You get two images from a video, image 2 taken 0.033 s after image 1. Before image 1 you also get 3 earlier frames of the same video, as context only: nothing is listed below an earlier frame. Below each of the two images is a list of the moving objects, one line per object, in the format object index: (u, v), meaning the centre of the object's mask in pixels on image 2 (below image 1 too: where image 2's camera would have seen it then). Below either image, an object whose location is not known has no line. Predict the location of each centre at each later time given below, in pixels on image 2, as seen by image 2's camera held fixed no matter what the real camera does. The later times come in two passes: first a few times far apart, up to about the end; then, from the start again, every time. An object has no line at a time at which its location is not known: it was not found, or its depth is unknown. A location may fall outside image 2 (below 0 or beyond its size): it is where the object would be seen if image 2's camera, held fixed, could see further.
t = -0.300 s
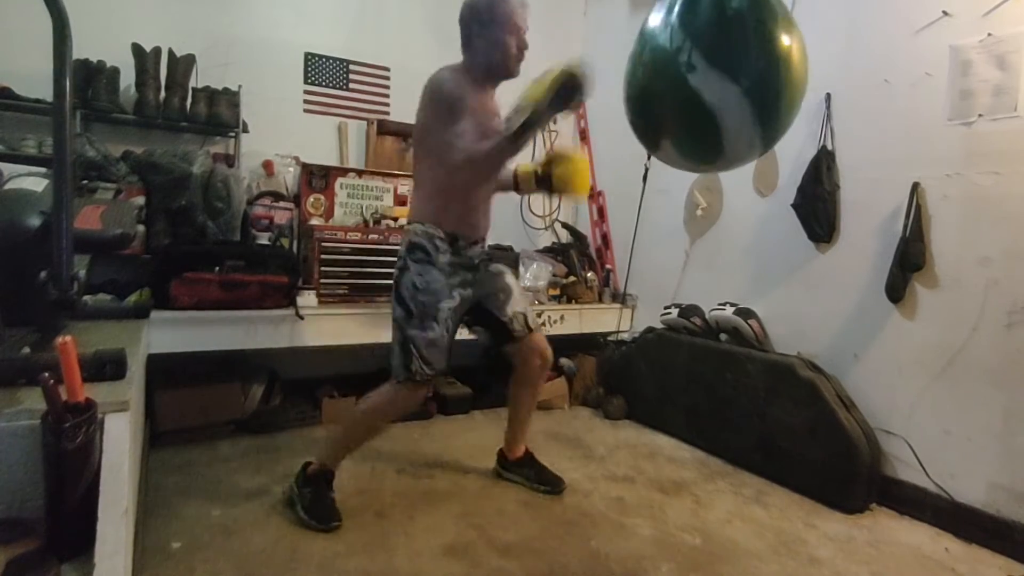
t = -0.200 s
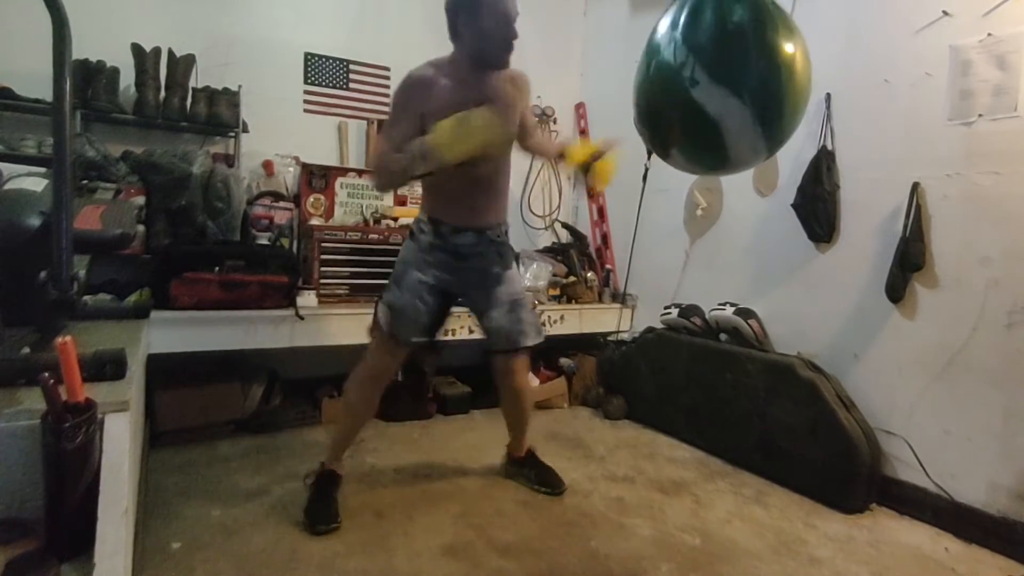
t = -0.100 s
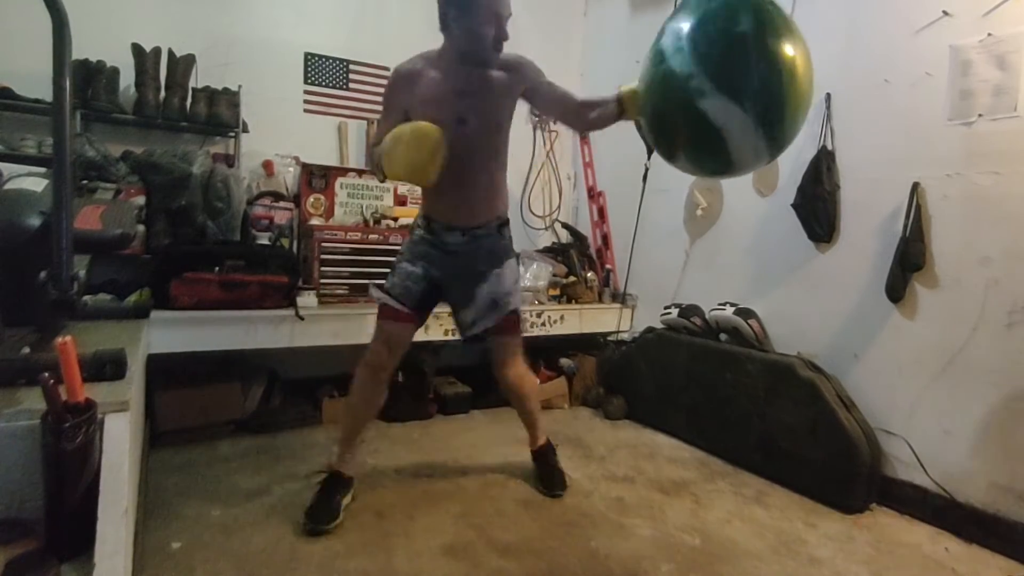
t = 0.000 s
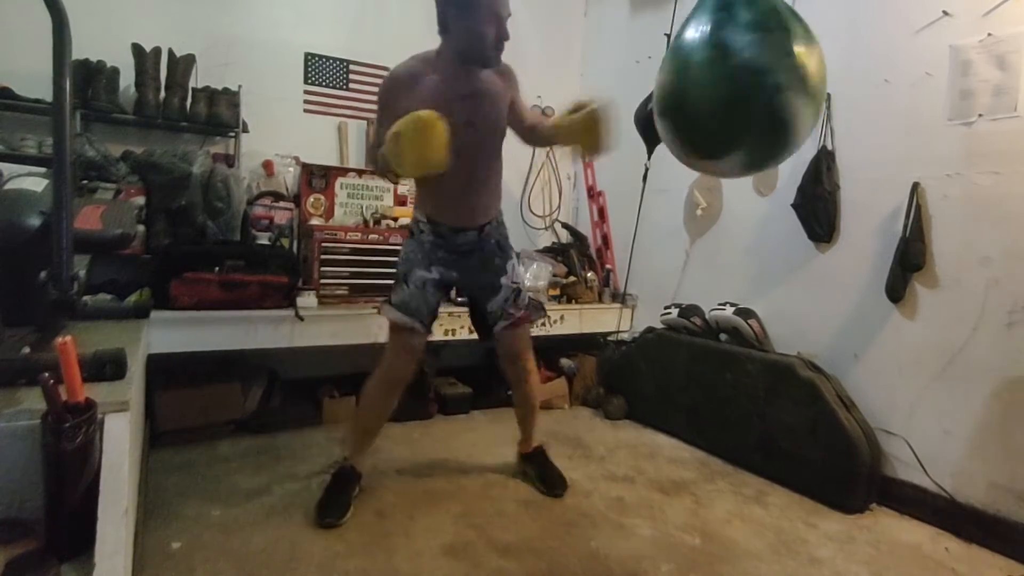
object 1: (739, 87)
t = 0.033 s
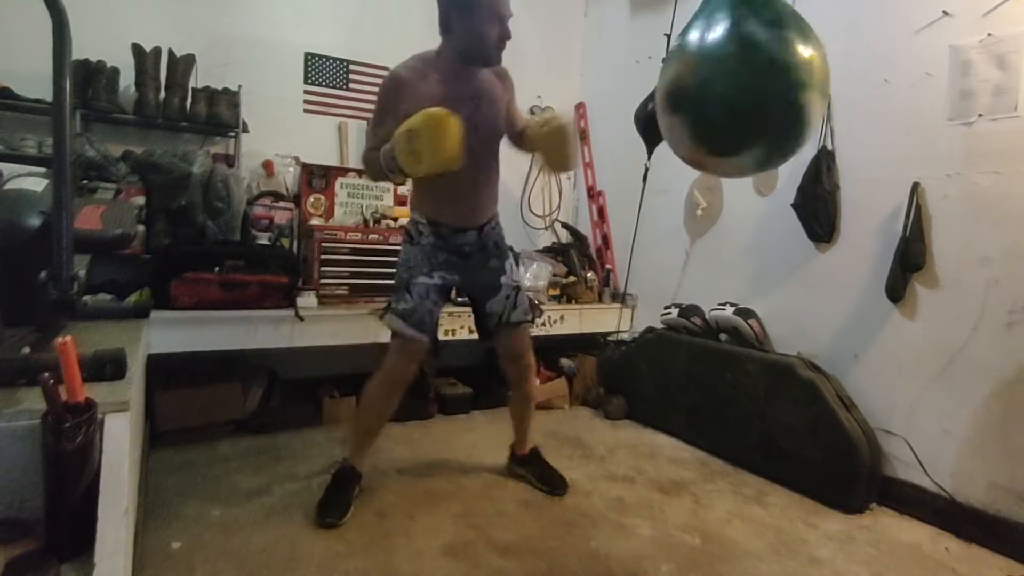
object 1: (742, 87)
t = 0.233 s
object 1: (751, 85)
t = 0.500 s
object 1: (741, 86)
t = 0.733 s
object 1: (713, 85)
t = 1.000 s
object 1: (674, 81)
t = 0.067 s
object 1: (745, 87)
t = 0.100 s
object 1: (747, 86)
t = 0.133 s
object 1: (749, 86)
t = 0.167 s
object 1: (750, 86)
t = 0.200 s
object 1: (751, 86)
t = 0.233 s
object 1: (751, 85)
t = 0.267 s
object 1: (752, 85)
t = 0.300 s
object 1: (752, 85)
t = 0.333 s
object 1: (751, 85)
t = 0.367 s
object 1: (750, 86)
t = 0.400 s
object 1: (748, 86)
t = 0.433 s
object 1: (746, 86)
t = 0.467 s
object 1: (744, 86)
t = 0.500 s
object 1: (741, 86)
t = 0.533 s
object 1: (738, 86)
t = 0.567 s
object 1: (735, 86)
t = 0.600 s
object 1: (730, 86)
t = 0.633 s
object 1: (726, 85)
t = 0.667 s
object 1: (722, 85)
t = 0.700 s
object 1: (718, 85)
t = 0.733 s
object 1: (713, 85)
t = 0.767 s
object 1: (708, 84)
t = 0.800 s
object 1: (704, 84)
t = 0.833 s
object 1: (699, 83)
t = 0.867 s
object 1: (693, 83)
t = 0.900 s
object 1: (688, 83)
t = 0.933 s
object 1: (683, 82)
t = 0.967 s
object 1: (678, 82)
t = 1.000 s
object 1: (674, 81)
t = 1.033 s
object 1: (670, 81)
